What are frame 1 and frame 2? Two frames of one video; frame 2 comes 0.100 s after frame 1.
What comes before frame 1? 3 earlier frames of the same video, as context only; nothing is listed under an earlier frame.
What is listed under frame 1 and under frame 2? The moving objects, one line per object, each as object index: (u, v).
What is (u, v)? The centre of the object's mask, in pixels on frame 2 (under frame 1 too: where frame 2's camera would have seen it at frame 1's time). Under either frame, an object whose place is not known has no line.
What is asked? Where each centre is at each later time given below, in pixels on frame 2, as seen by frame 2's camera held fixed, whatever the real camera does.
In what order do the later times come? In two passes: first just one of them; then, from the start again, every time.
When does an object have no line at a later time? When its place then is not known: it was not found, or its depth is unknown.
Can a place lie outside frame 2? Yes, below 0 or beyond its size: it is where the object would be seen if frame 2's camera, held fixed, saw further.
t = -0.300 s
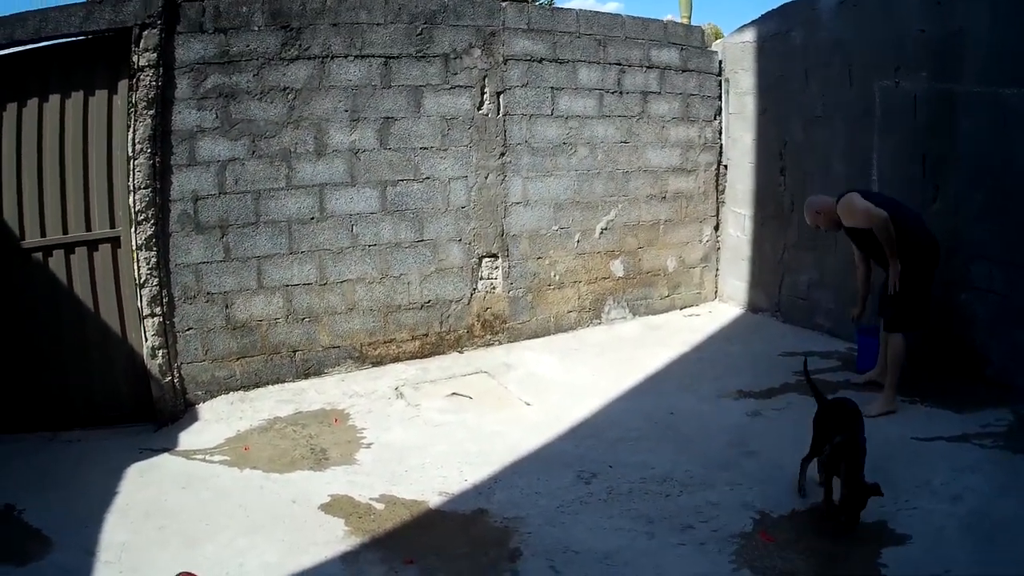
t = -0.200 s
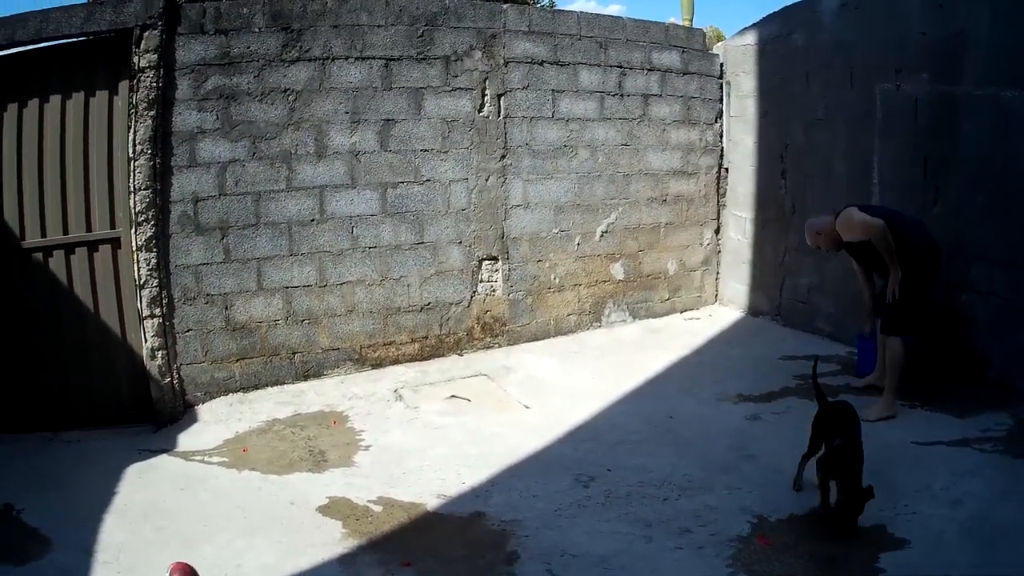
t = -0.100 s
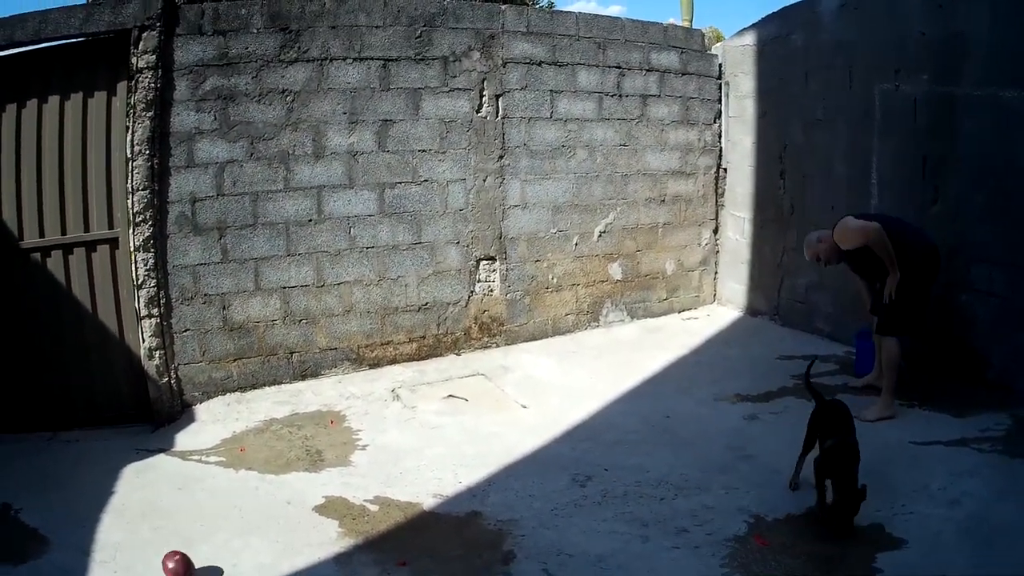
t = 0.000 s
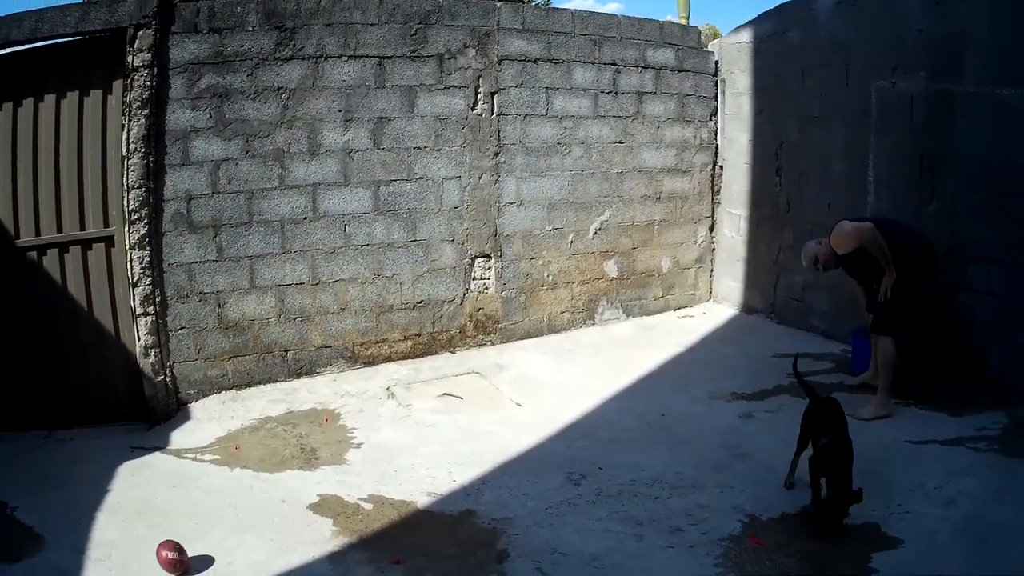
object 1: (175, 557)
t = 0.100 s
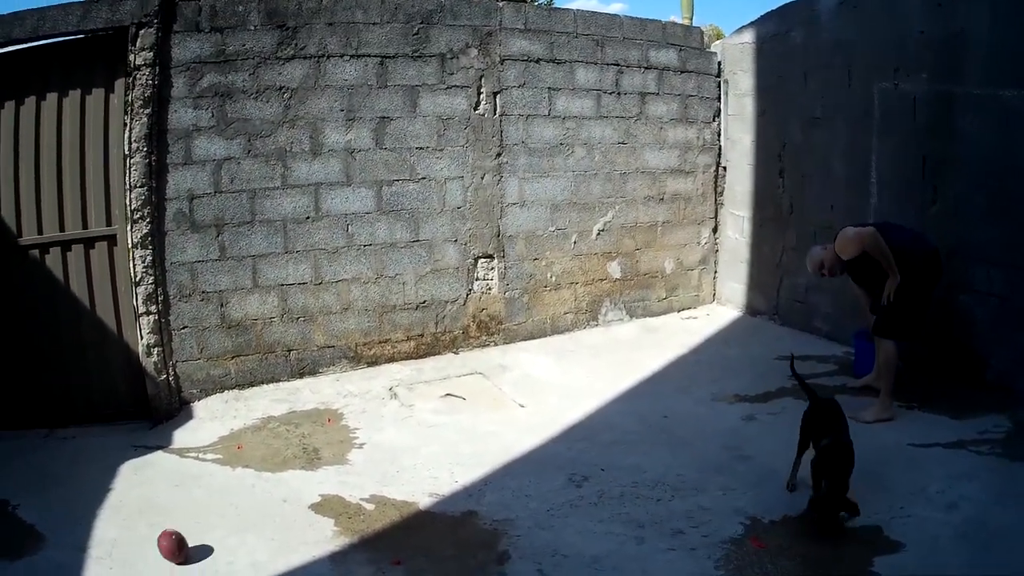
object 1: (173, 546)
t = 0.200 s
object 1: (169, 534)
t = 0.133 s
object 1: (172, 542)
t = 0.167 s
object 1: (171, 538)
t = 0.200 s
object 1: (169, 534)
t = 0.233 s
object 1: (168, 530)
